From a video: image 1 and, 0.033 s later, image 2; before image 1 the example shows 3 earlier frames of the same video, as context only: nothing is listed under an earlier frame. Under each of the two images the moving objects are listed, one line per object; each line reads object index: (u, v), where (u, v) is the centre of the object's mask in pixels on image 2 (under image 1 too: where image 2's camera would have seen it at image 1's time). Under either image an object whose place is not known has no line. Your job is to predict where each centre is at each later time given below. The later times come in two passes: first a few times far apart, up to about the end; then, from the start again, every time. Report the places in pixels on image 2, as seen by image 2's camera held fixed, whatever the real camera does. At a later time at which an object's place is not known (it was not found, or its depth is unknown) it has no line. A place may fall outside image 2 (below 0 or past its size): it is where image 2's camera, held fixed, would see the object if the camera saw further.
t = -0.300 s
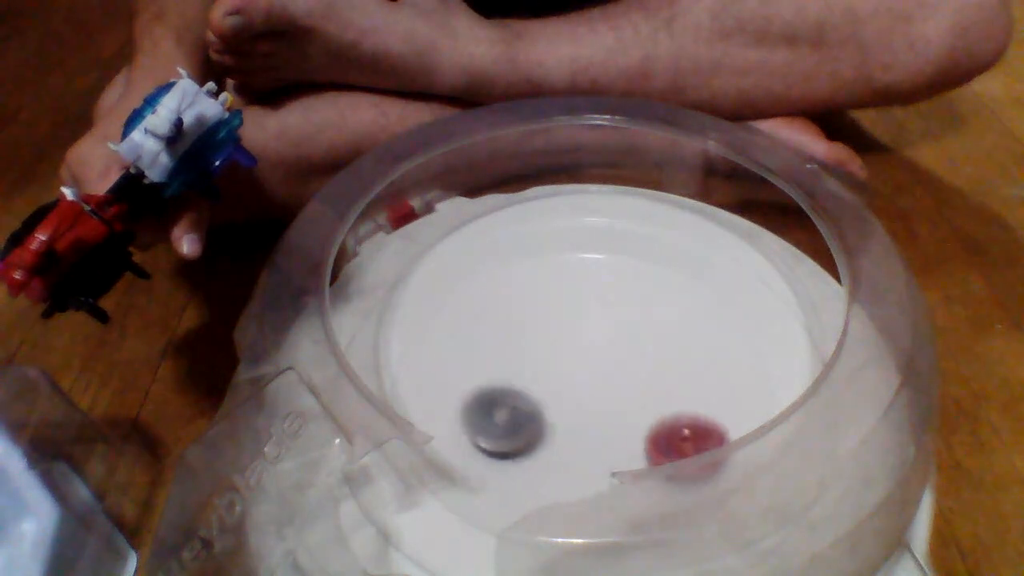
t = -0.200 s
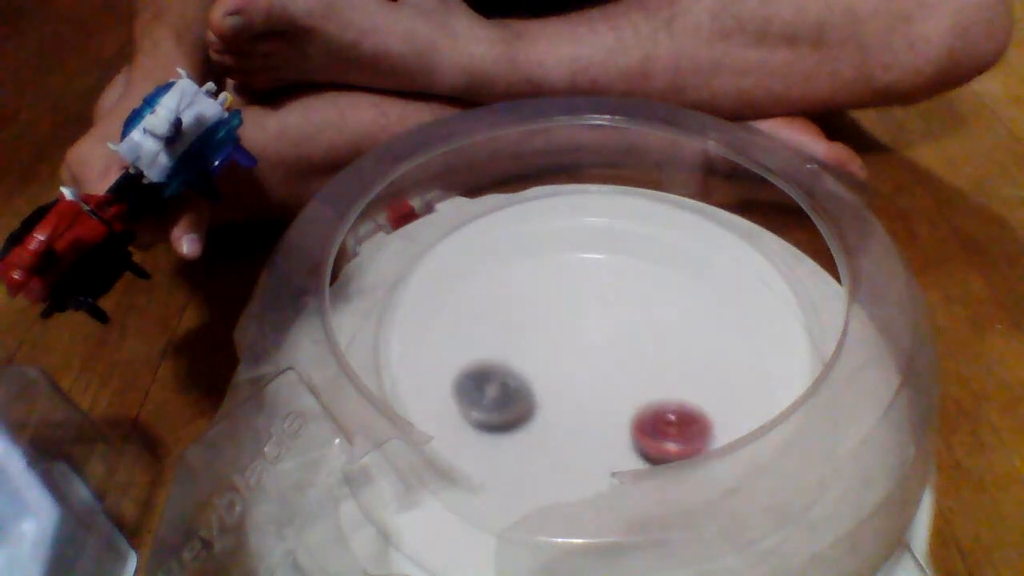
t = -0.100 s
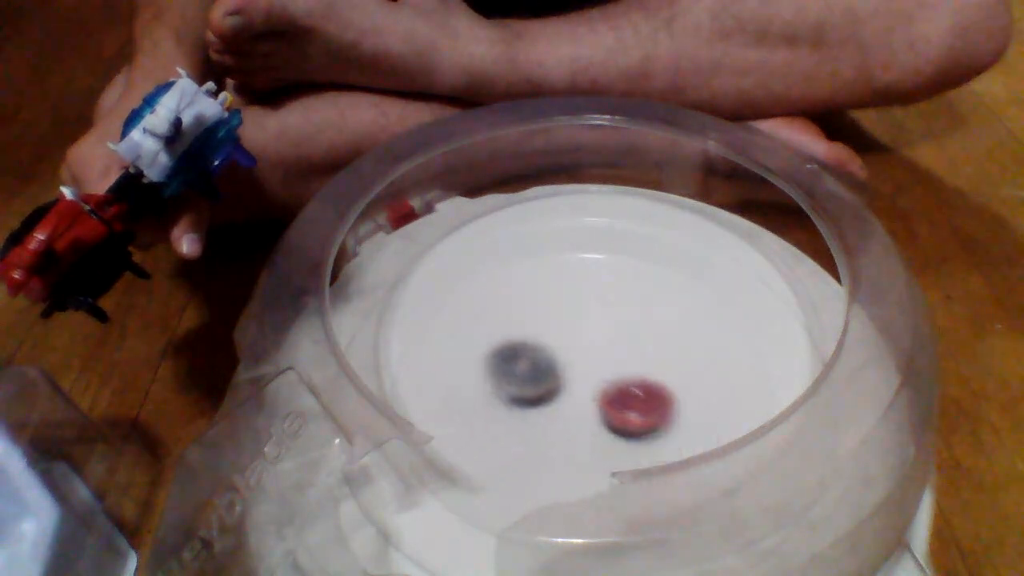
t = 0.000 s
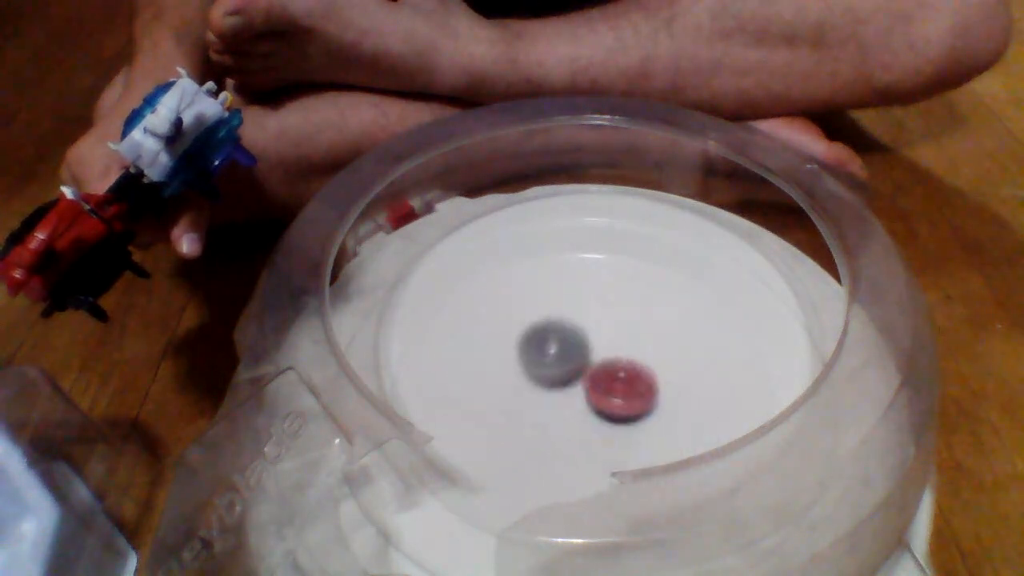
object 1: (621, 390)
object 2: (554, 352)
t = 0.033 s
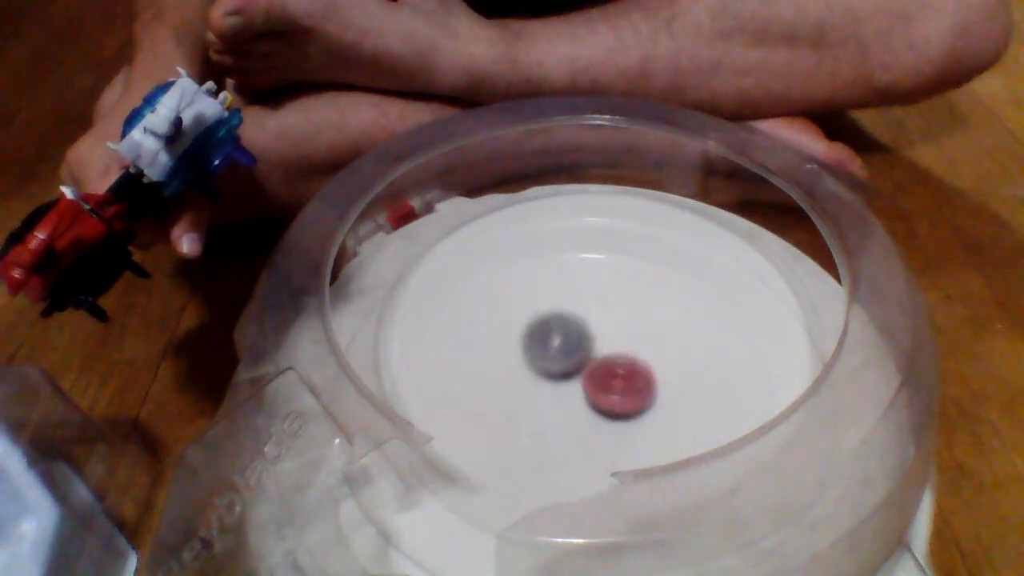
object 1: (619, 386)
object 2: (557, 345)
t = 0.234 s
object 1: (640, 400)
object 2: (571, 287)
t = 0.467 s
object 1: (627, 398)
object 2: (597, 336)
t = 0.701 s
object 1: (598, 403)
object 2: (538, 359)
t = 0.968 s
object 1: (590, 394)
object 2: (508, 350)
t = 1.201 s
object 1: (626, 377)
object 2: (507, 346)
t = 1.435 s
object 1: (647, 360)
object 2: (559, 399)
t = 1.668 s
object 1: (635, 359)
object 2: (598, 432)
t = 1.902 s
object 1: (586, 365)
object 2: (596, 428)
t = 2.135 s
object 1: (523, 336)
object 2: (588, 416)
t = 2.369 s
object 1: (517, 342)
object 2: (593, 367)
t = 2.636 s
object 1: (548, 385)
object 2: (614, 348)
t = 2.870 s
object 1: (586, 431)
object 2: (625, 367)
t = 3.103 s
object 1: (601, 441)
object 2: (584, 372)
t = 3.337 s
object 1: (599, 413)
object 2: (539, 356)
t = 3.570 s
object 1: (604, 380)
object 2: (536, 347)
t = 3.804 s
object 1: (638, 376)
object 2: (527, 345)
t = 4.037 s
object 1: (628, 390)
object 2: (559, 362)
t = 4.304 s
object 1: (590, 414)
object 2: (552, 355)
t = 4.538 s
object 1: (567, 404)
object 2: (556, 339)
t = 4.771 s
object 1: (564, 409)
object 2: (582, 331)
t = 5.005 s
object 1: (567, 404)
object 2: (607, 355)
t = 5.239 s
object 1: (548, 403)
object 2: (631, 350)
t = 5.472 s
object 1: (562, 397)
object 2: (617, 360)
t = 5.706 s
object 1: (552, 399)
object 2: (616, 374)
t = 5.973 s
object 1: (552, 399)
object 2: (616, 376)
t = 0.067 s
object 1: (618, 384)
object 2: (562, 337)
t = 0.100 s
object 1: (626, 392)
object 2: (560, 322)
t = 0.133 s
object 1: (630, 397)
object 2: (560, 309)
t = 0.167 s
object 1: (634, 400)
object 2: (562, 300)
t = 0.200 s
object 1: (638, 400)
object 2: (566, 292)
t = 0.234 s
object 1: (640, 400)
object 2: (571, 287)
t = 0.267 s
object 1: (640, 399)
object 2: (578, 285)
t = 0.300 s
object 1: (639, 398)
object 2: (583, 287)
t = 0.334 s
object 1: (637, 397)
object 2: (589, 292)
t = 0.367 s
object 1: (635, 396)
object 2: (594, 301)
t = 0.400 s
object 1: (632, 395)
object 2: (597, 313)
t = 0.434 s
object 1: (629, 394)
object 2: (600, 327)
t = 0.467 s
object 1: (627, 398)
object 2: (597, 336)
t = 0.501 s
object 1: (626, 403)
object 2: (592, 338)
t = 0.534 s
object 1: (625, 408)
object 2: (585, 342)
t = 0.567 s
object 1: (622, 408)
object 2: (577, 347)
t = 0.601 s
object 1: (617, 407)
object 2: (567, 351)
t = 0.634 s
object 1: (612, 406)
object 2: (557, 355)
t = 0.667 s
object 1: (605, 404)
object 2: (548, 357)
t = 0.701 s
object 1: (598, 403)
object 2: (538, 359)
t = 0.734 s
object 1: (596, 404)
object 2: (527, 358)
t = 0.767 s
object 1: (594, 404)
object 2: (518, 355)
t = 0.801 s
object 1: (592, 402)
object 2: (512, 353)
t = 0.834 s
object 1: (589, 401)
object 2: (508, 351)
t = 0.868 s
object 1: (585, 399)
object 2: (507, 350)
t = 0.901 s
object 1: (582, 396)
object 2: (510, 351)
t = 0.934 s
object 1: (579, 393)
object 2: (514, 352)
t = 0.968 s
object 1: (590, 394)
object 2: (508, 350)
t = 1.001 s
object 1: (604, 396)
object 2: (501, 346)
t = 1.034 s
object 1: (612, 395)
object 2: (496, 343)
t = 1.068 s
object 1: (617, 392)
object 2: (492, 341)
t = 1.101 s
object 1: (621, 388)
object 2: (492, 340)
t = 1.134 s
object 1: (624, 383)
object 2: (494, 340)
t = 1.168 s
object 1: (625, 380)
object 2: (499, 342)
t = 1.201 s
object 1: (626, 377)
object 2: (507, 346)
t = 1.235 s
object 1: (626, 375)
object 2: (517, 352)
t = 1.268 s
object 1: (625, 374)
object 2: (527, 359)
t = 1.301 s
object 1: (625, 372)
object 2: (539, 367)
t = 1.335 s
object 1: (628, 371)
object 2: (547, 375)
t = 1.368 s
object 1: (638, 367)
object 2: (549, 382)
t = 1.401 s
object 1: (644, 363)
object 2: (553, 392)
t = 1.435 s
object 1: (647, 360)
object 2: (559, 399)
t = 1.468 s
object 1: (649, 358)
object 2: (563, 406)
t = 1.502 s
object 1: (649, 357)
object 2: (569, 412)
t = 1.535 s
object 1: (647, 356)
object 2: (575, 417)
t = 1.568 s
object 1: (645, 356)
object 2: (580, 422)
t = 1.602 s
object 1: (642, 357)
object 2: (587, 426)
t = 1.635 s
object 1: (639, 357)
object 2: (592, 430)
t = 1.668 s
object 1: (635, 359)
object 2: (598, 432)
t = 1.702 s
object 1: (631, 360)
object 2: (602, 433)
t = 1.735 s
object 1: (626, 361)
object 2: (604, 432)
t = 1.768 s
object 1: (618, 364)
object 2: (605, 431)
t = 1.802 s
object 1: (610, 366)
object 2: (605, 429)
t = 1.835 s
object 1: (602, 366)
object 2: (604, 429)
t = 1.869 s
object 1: (594, 366)
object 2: (599, 428)
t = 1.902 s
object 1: (586, 365)
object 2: (596, 428)
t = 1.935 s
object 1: (577, 365)
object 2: (593, 424)
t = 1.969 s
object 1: (567, 359)
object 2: (592, 425)
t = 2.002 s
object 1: (558, 352)
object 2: (592, 426)
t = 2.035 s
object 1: (549, 347)
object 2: (591, 426)
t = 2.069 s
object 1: (539, 342)
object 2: (590, 424)
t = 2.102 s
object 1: (531, 339)
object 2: (589, 422)
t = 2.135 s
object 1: (523, 336)
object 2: (588, 416)
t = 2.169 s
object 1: (518, 335)
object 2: (586, 411)
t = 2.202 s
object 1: (515, 334)
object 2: (587, 402)
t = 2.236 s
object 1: (514, 334)
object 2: (587, 395)
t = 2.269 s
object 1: (514, 335)
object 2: (589, 388)
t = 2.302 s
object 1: (515, 337)
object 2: (590, 380)
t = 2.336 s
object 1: (516, 339)
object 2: (591, 374)
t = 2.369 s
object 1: (517, 342)
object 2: (593, 367)
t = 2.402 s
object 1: (519, 346)
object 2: (593, 362)
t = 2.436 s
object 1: (520, 349)
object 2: (597, 355)
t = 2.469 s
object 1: (521, 353)
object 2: (600, 350)
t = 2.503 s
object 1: (523, 359)
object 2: (604, 345)
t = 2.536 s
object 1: (527, 364)
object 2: (608, 343)
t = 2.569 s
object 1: (533, 371)
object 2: (611, 342)
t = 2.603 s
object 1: (539, 378)
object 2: (614, 344)
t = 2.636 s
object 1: (548, 385)
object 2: (614, 348)
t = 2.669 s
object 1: (552, 393)
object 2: (616, 350)
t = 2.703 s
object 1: (553, 402)
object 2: (621, 350)
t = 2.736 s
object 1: (558, 409)
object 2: (626, 350)
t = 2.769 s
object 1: (564, 416)
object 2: (628, 352)
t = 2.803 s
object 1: (571, 423)
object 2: (629, 356)
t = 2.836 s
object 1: (578, 427)
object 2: (627, 361)
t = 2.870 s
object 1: (586, 431)
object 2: (625, 367)
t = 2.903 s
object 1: (592, 432)
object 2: (622, 369)
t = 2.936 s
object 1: (595, 437)
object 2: (616, 371)
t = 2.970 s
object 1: (597, 440)
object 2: (612, 372)
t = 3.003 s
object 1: (598, 443)
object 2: (606, 372)
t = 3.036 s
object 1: (600, 444)
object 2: (597, 373)
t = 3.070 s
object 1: (600, 443)
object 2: (592, 372)
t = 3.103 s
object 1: (601, 441)
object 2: (584, 372)
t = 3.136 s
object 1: (602, 439)
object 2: (577, 372)
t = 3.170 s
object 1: (602, 436)
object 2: (570, 370)
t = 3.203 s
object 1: (602, 432)
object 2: (562, 369)
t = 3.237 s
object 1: (600, 428)
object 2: (557, 368)
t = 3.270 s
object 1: (598, 421)
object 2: (551, 365)
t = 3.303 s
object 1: (597, 416)
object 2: (546, 362)
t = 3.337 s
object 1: (599, 413)
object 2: (539, 356)
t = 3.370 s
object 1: (601, 410)
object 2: (534, 353)
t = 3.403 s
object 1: (602, 405)
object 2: (534, 350)
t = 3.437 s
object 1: (603, 400)
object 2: (535, 347)
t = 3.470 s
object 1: (603, 395)
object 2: (534, 346)
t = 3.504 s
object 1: (603, 389)
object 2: (535, 345)
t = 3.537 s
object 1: (603, 384)
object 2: (537, 346)
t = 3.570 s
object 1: (604, 380)
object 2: (536, 347)
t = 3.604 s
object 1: (611, 381)
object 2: (533, 345)
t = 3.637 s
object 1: (620, 380)
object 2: (528, 342)
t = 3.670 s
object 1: (626, 378)
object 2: (525, 341)
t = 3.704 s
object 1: (632, 377)
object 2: (523, 341)
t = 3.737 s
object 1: (636, 375)
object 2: (522, 342)
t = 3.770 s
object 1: (638, 375)
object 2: (525, 343)
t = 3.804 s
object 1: (638, 376)
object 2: (527, 345)
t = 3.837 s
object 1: (636, 375)
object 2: (531, 349)
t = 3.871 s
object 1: (635, 375)
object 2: (538, 353)
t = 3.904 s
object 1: (633, 375)
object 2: (548, 359)
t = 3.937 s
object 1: (631, 377)
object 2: (556, 364)
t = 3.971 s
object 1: (632, 381)
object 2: (556, 363)
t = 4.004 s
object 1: (632, 386)
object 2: (556, 362)
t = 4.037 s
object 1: (628, 390)
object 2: (559, 362)
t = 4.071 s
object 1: (627, 395)
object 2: (563, 362)
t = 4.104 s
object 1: (626, 402)
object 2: (560, 360)
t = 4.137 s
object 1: (621, 407)
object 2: (563, 357)
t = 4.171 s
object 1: (614, 410)
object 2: (562, 356)
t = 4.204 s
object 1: (611, 411)
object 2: (561, 356)
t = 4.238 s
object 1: (604, 412)
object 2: (558, 355)
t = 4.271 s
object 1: (597, 412)
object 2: (555, 356)
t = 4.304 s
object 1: (590, 414)
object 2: (552, 355)
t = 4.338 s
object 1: (585, 413)
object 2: (550, 351)
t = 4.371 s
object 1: (579, 411)
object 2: (549, 348)
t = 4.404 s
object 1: (575, 407)
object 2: (547, 347)
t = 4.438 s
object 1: (573, 408)
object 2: (550, 342)
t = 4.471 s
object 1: (569, 408)
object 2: (551, 338)
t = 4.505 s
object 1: (566, 406)
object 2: (551, 338)
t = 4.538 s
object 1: (567, 404)
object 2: (556, 339)
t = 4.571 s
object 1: (569, 401)
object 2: (562, 339)
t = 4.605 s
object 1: (568, 400)
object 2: (565, 340)
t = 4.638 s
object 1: (566, 401)
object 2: (569, 338)
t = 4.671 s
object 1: (567, 400)
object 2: (572, 337)
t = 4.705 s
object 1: (566, 405)
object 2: (576, 335)
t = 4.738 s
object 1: (564, 408)
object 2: (579, 333)
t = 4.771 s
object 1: (564, 409)
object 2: (582, 331)
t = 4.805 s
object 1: (567, 408)
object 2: (587, 331)
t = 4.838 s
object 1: (569, 409)
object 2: (591, 331)
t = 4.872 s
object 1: (570, 410)
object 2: (594, 332)
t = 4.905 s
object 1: (566, 410)
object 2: (596, 337)
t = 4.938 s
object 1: (563, 408)
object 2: (599, 343)
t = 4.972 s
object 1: (564, 406)
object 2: (604, 350)
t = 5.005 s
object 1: (567, 404)
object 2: (607, 355)
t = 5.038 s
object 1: (566, 405)
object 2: (610, 358)
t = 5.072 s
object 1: (564, 405)
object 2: (613, 360)
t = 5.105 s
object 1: (563, 401)
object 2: (615, 360)
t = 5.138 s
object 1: (567, 399)
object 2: (615, 361)
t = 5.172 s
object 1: (566, 399)
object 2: (618, 360)
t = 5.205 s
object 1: (555, 403)
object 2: (623, 355)
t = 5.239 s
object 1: (548, 403)
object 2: (631, 350)
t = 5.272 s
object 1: (544, 404)
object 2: (634, 346)
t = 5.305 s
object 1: (547, 399)
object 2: (633, 346)
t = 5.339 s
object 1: (547, 397)
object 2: (632, 347)
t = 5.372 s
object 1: (554, 397)
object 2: (629, 348)
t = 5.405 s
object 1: (557, 395)
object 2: (624, 351)
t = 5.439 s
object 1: (560, 395)
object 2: (620, 356)
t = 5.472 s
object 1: (562, 397)
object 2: (617, 360)
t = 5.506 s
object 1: (560, 395)
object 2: (620, 362)
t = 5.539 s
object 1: (561, 396)
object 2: (621, 364)
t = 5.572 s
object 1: (560, 396)
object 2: (619, 367)
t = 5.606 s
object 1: (559, 396)
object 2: (619, 369)
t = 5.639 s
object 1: (554, 398)
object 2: (619, 371)
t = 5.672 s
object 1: (552, 399)
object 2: (617, 372)
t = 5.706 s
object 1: (552, 399)
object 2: (616, 374)
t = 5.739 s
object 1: (552, 399)
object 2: (616, 376)
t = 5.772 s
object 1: (552, 399)
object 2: (616, 376)
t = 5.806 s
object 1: (552, 399)
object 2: (616, 376)
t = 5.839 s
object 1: (552, 399)
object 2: (616, 376)
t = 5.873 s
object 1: (552, 399)
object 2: (616, 376)
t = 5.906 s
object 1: (552, 399)
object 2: (616, 376)
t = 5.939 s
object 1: (552, 399)
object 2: (616, 376)
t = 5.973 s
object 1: (552, 399)
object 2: (616, 376)
